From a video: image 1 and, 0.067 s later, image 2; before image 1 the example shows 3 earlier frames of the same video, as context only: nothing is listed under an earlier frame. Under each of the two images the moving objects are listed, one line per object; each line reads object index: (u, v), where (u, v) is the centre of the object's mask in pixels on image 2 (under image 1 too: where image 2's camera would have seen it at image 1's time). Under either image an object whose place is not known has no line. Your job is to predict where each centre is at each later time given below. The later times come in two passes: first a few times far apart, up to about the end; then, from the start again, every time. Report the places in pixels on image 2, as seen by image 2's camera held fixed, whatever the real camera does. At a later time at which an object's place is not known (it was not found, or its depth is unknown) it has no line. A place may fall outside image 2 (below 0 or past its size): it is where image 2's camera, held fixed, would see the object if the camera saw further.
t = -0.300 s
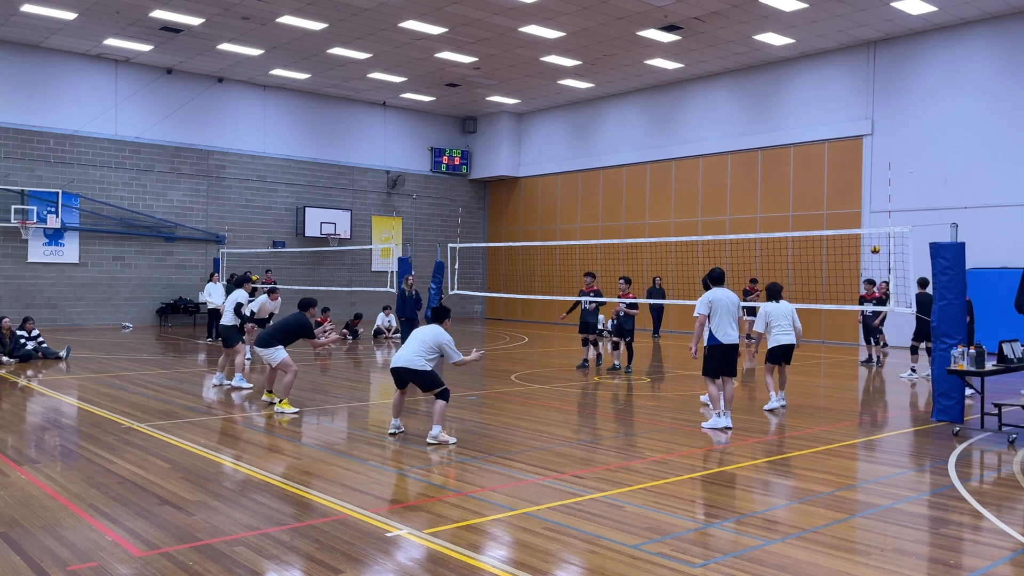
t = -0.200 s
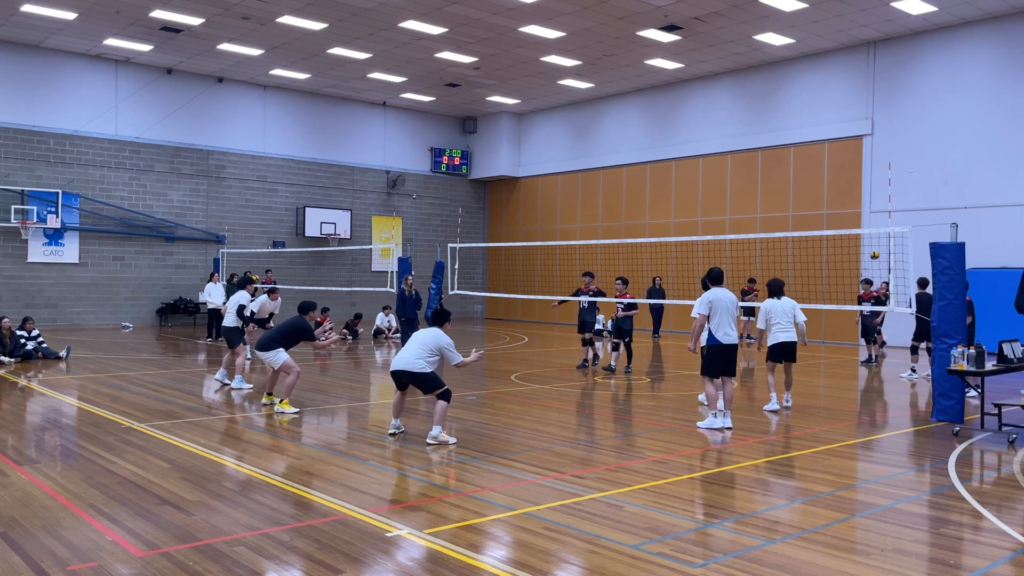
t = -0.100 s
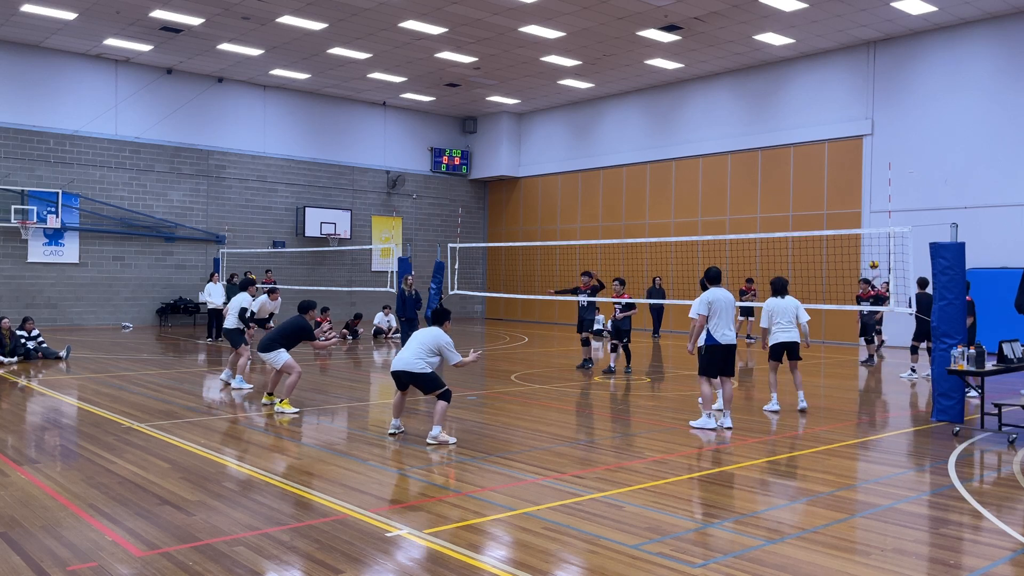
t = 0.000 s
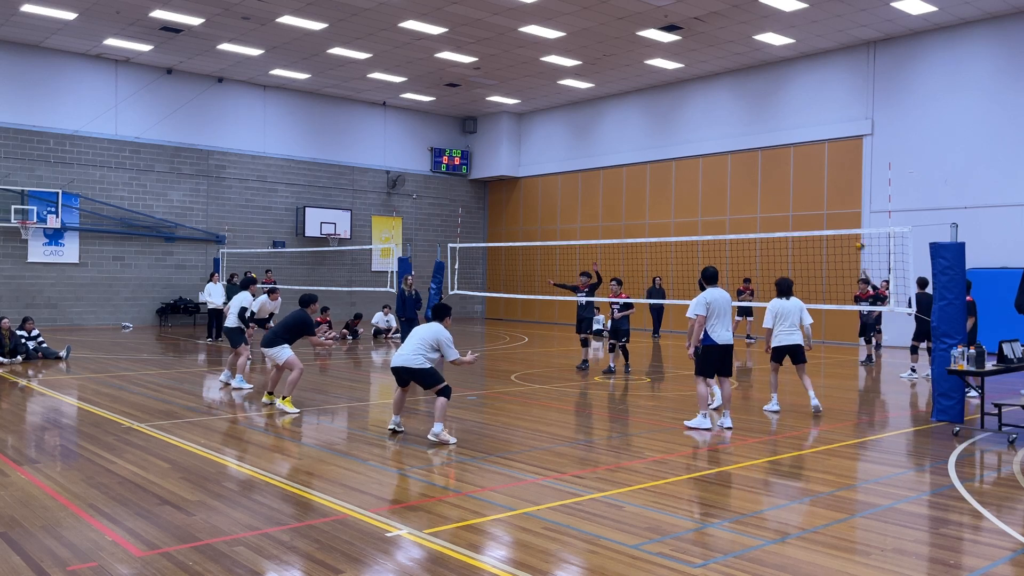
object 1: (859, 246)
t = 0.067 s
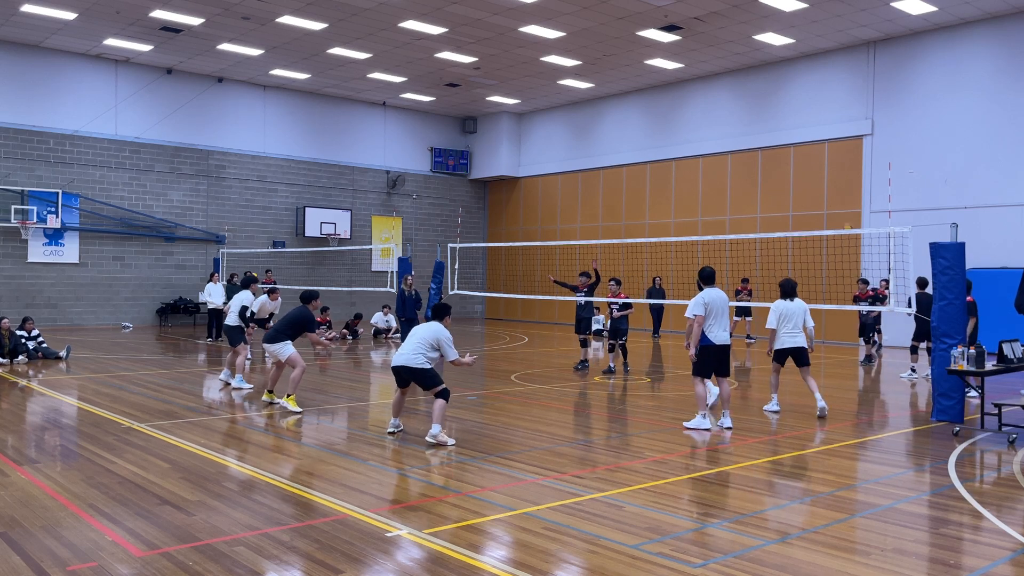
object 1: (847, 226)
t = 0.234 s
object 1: (816, 190)
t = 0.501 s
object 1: (761, 155)
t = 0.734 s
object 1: (709, 148)
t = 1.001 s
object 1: (643, 176)
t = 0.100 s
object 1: (841, 220)
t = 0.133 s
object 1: (835, 212)
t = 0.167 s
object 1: (829, 205)
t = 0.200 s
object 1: (823, 197)
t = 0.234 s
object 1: (816, 190)
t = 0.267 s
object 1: (809, 184)
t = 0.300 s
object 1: (802, 178)
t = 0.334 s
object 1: (796, 174)
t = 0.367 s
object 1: (788, 168)
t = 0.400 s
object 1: (781, 164)
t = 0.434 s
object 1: (774, 161)
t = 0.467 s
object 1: (768, 157)
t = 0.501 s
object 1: (761, 155)
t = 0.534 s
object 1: (753, 152)
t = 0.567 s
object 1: (746, 150)
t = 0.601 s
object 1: (739, 148)
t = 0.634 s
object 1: (731, 148)
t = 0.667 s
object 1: (724, 147)
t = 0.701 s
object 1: (716, 148)
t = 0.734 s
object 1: (709, 148)
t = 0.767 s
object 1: (701, 150)
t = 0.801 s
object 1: (692, 152)
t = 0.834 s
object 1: (685, 154)
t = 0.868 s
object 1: (677, 157)
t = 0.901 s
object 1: (669, 161)
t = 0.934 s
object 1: (660, 165)
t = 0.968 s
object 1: (651, 170)
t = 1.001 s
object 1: (643, 176)
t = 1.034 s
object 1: (634, 183)
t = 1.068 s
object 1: (625, 191)
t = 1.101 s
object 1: (616, 200)
